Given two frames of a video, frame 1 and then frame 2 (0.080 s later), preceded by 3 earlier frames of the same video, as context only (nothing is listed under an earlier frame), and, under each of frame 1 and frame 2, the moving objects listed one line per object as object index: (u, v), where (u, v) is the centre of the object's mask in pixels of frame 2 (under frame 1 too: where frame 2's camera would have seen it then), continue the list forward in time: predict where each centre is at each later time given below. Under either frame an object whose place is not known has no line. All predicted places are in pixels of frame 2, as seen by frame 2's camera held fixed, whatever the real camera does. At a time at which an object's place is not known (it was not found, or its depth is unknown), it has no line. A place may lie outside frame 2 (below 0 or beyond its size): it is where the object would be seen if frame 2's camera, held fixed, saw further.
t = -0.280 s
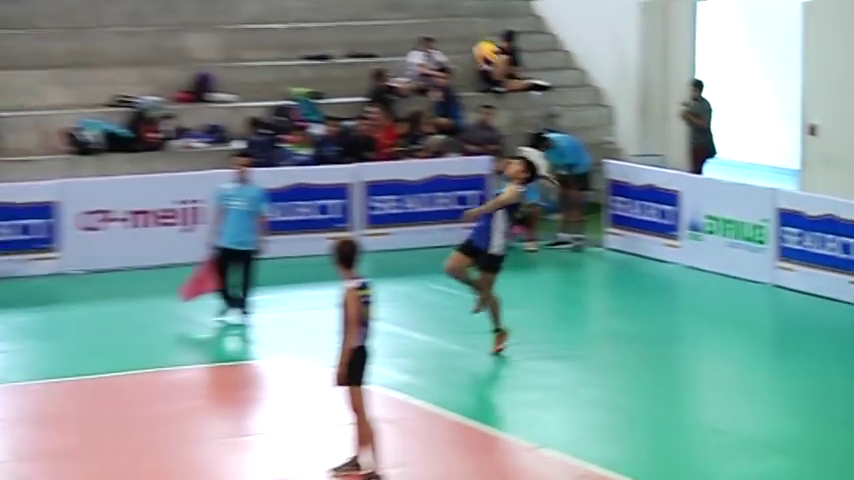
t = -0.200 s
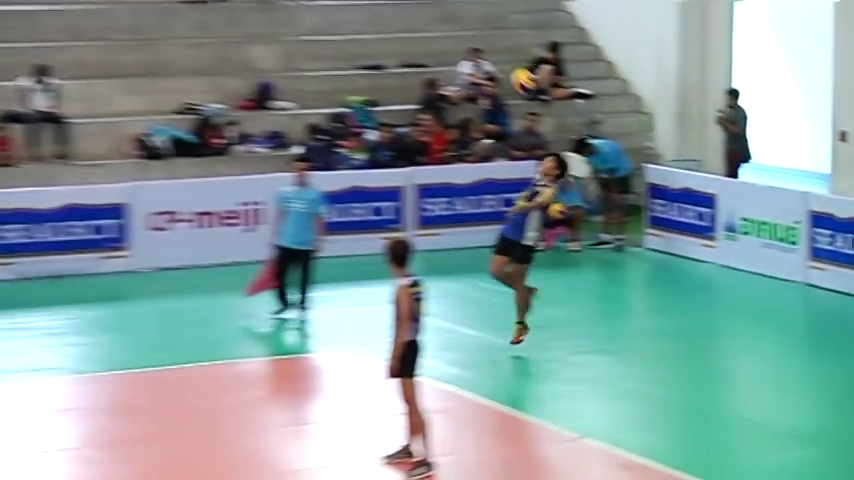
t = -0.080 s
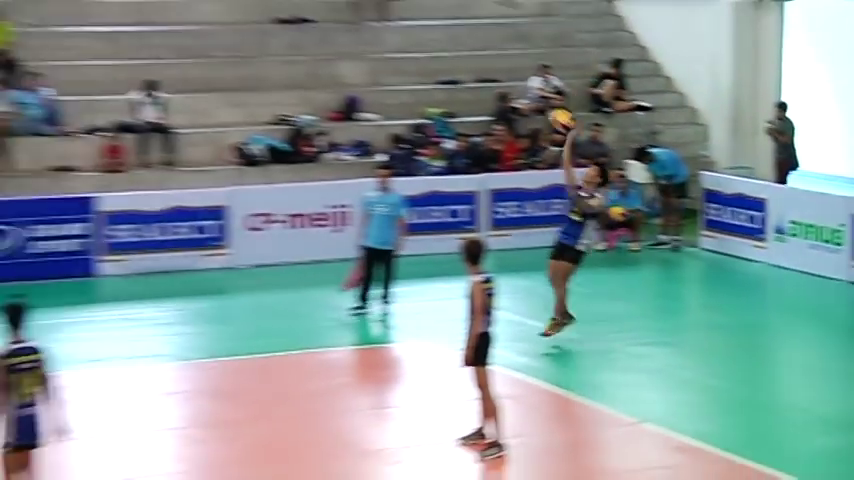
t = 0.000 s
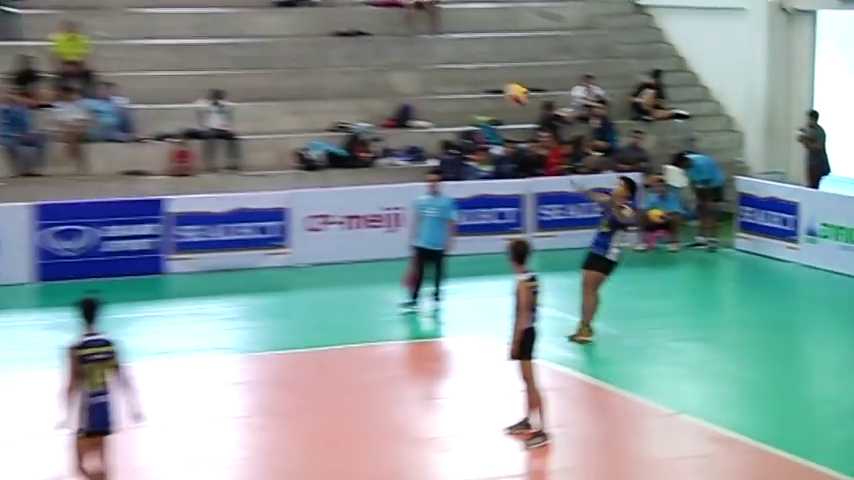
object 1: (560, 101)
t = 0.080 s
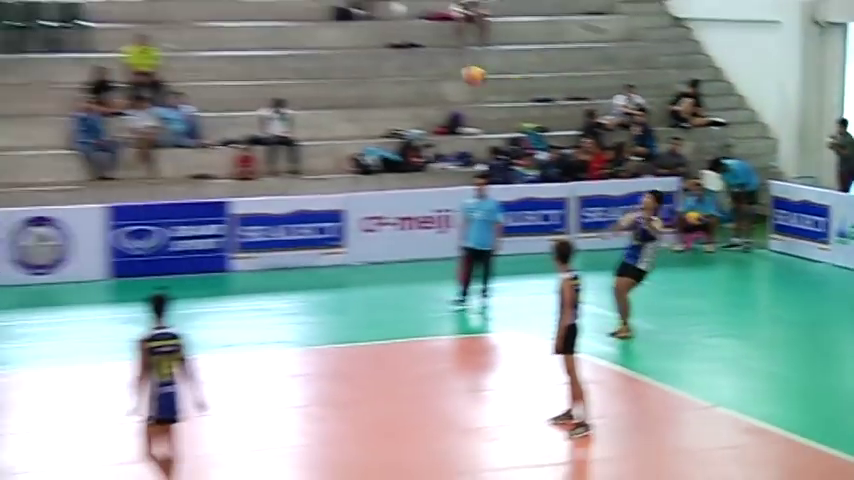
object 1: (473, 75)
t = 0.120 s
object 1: (430, 64)
